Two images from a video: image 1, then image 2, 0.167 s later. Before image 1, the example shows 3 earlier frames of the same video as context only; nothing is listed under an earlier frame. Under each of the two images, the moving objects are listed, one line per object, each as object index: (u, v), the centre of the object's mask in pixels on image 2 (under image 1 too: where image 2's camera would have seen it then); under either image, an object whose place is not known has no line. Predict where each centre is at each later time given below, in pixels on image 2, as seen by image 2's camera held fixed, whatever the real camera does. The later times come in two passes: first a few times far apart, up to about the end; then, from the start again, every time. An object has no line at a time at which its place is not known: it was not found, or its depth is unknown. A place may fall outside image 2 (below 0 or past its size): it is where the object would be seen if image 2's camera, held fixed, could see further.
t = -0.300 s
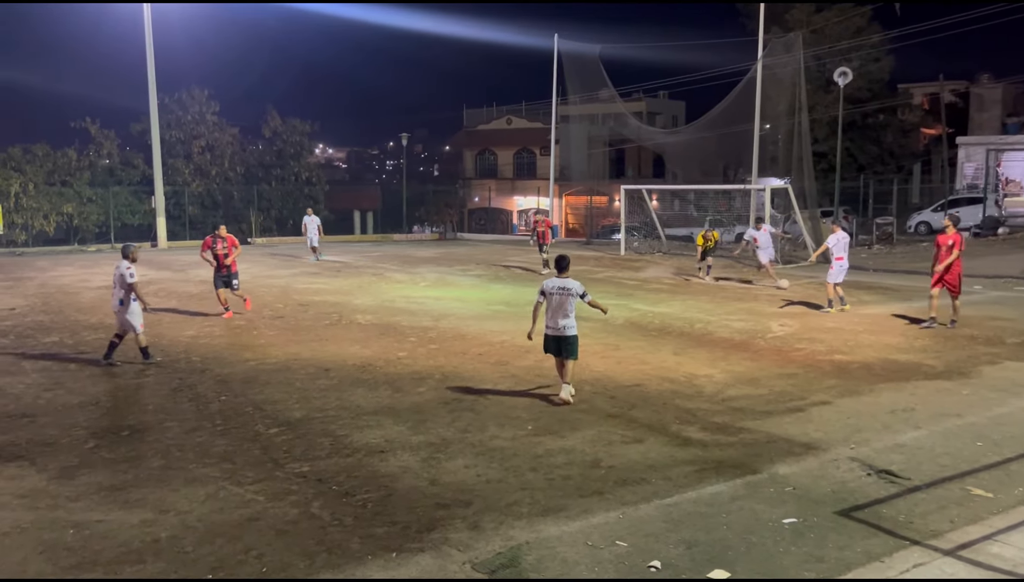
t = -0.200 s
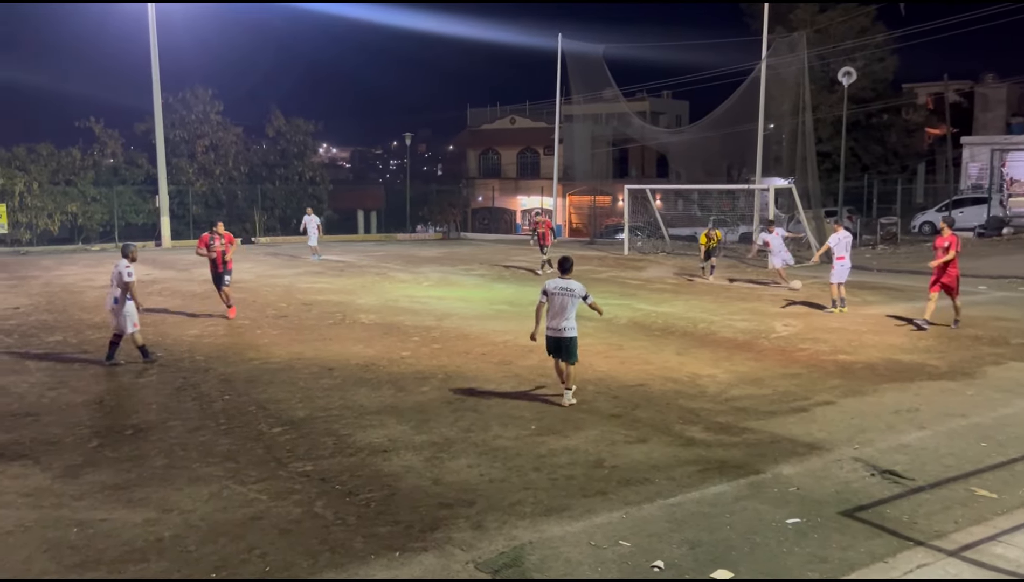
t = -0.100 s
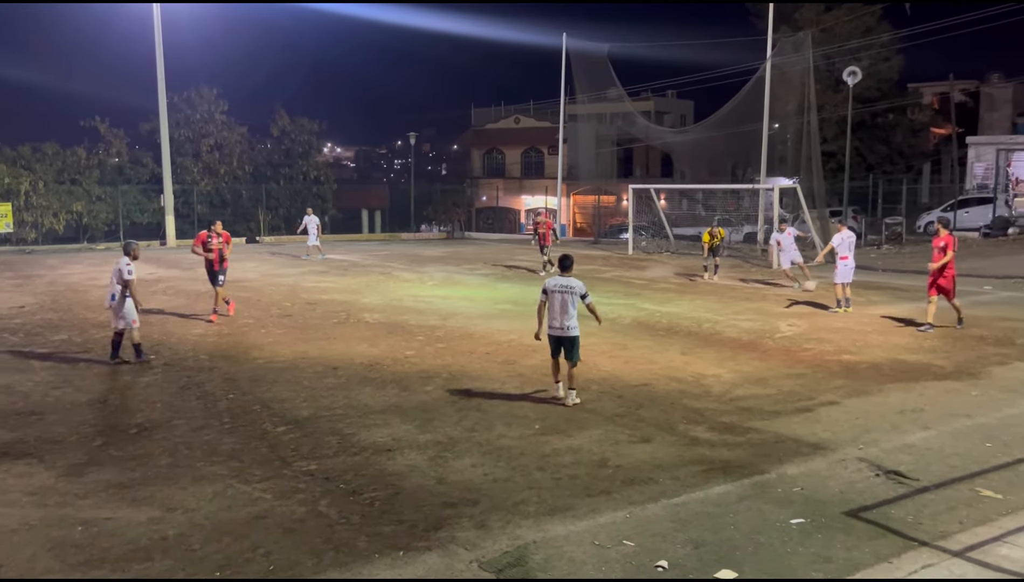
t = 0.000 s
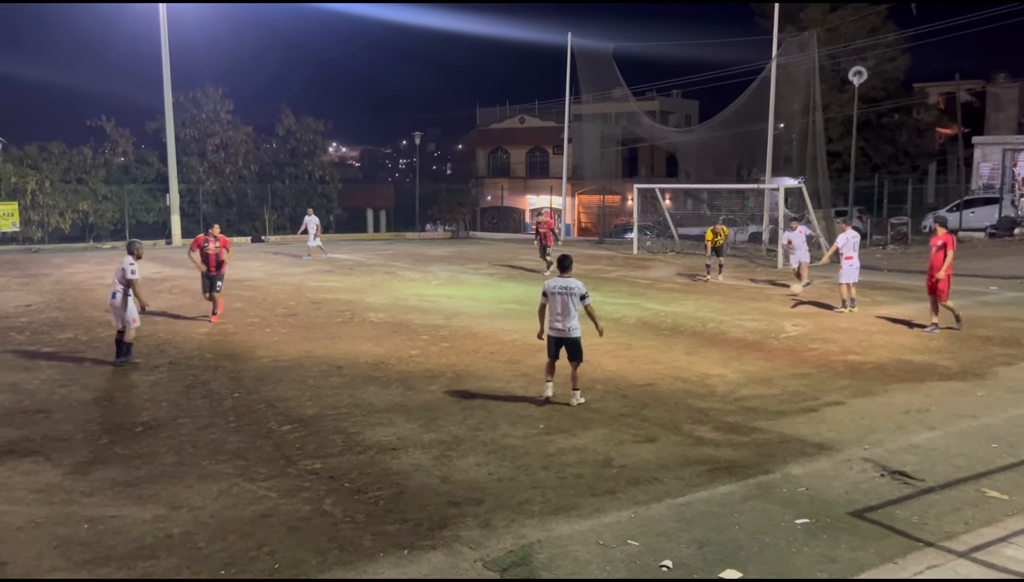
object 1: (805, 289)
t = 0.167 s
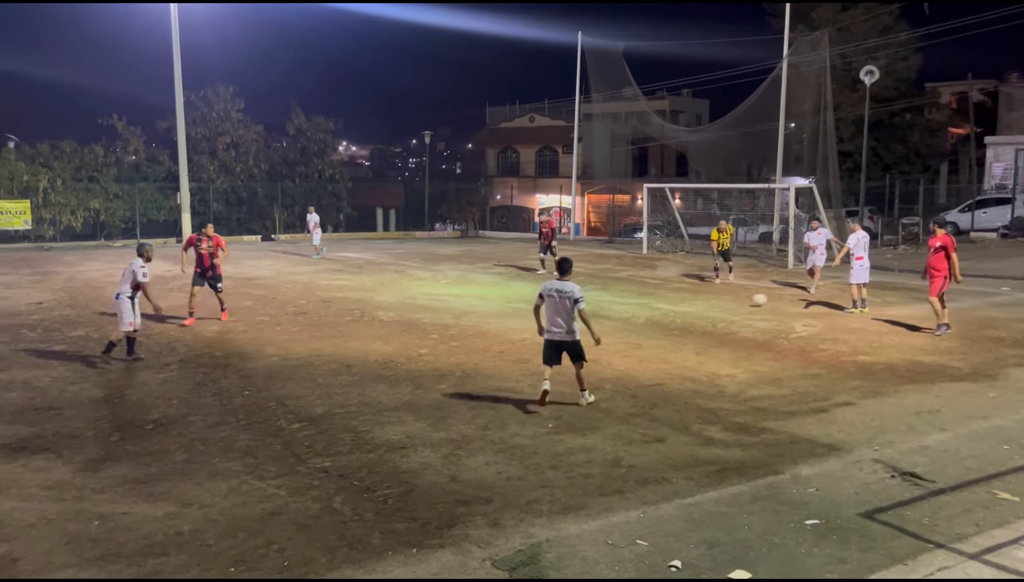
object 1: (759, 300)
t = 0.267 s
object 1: (731, 306)
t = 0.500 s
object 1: (663, 320)
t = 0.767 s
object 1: (583, 334)
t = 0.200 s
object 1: (750, 301)
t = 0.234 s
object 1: (740, 305)
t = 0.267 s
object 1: (731, 306)
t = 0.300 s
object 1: (722, 306)
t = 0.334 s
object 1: (713, 307)
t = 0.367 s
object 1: (703, 309)
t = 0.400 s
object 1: (694, 311)
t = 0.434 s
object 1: (684, 314)
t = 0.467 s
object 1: (674, 318)
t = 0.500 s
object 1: (663, 320)
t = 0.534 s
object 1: (654, 319)
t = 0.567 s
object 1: (645, 319)
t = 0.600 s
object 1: (635, 319)
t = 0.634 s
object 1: (626, 320)
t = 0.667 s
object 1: (615, 322)
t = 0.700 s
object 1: (605, 325)
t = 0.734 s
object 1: (594, 329)
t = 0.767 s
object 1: (583, 334)
